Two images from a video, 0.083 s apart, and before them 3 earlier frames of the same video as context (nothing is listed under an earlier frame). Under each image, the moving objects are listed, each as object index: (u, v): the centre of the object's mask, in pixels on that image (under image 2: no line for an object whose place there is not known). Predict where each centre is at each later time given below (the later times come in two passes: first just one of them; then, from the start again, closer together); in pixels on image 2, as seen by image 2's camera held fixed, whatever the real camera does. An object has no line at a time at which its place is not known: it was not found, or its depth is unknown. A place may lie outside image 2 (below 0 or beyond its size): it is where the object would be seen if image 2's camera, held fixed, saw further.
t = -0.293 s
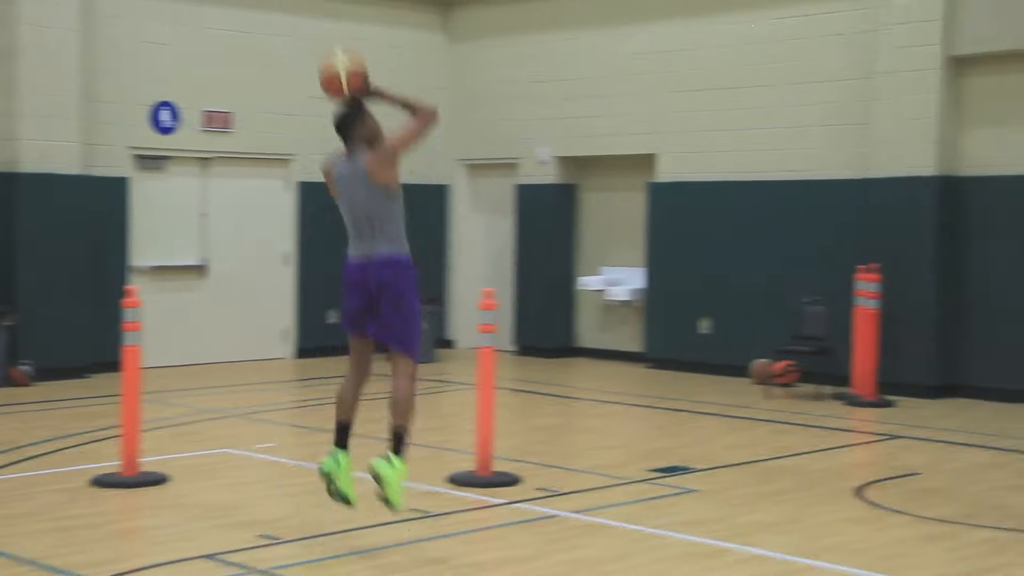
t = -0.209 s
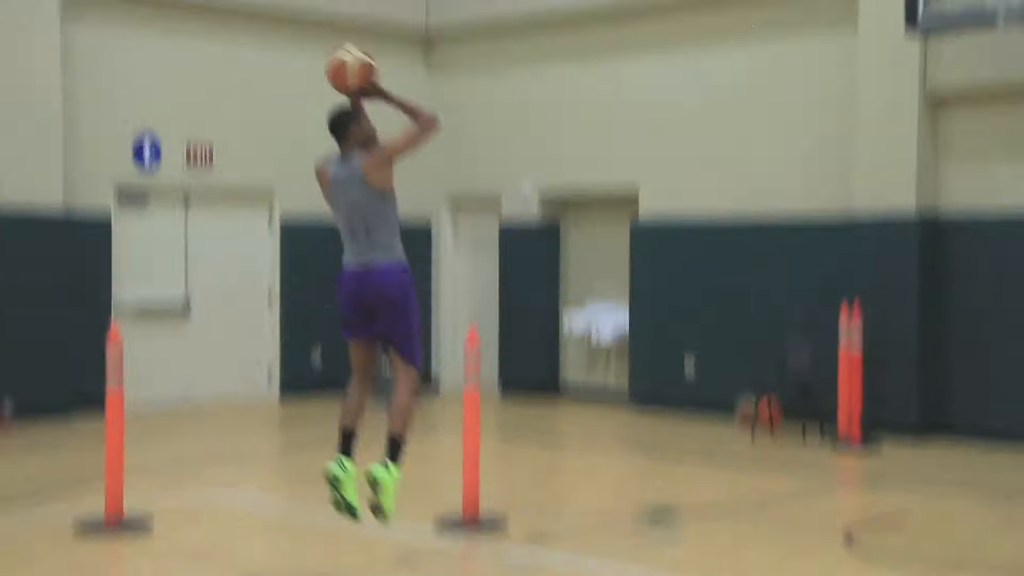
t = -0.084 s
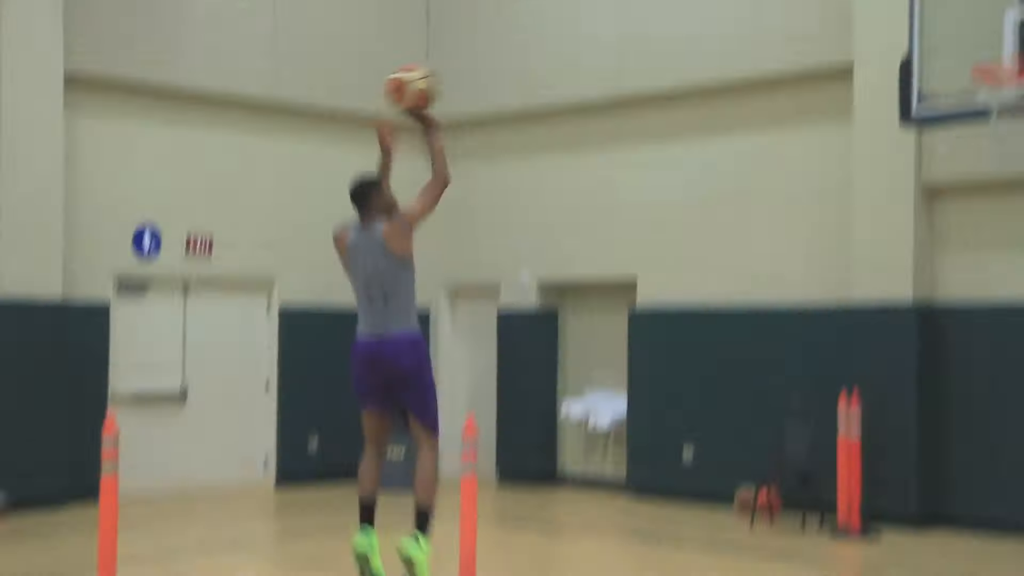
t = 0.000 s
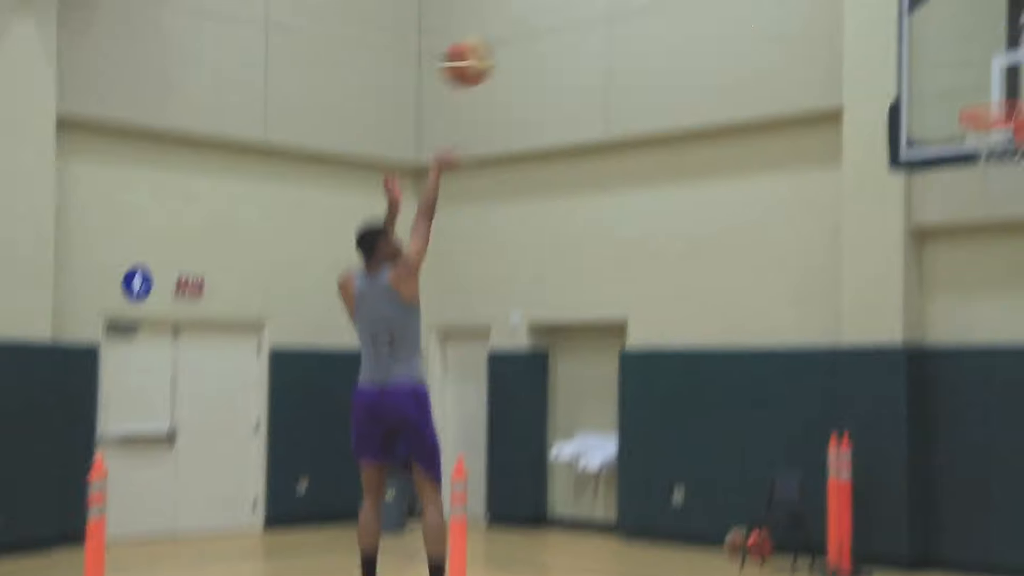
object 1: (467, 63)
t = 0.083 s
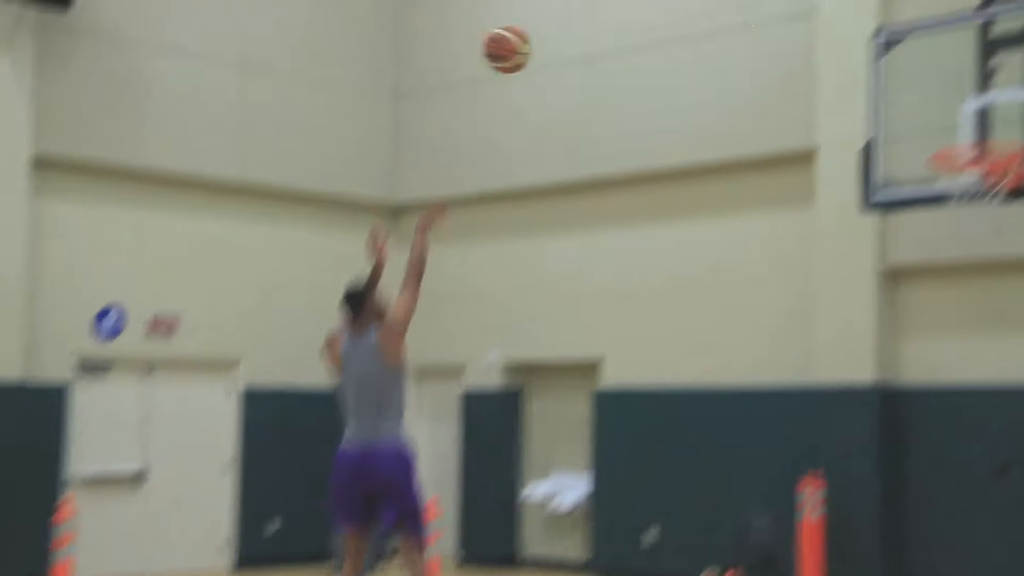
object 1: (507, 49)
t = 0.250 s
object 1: (630, -14)
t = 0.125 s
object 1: (539, 28)
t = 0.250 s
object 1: (630, -14)
